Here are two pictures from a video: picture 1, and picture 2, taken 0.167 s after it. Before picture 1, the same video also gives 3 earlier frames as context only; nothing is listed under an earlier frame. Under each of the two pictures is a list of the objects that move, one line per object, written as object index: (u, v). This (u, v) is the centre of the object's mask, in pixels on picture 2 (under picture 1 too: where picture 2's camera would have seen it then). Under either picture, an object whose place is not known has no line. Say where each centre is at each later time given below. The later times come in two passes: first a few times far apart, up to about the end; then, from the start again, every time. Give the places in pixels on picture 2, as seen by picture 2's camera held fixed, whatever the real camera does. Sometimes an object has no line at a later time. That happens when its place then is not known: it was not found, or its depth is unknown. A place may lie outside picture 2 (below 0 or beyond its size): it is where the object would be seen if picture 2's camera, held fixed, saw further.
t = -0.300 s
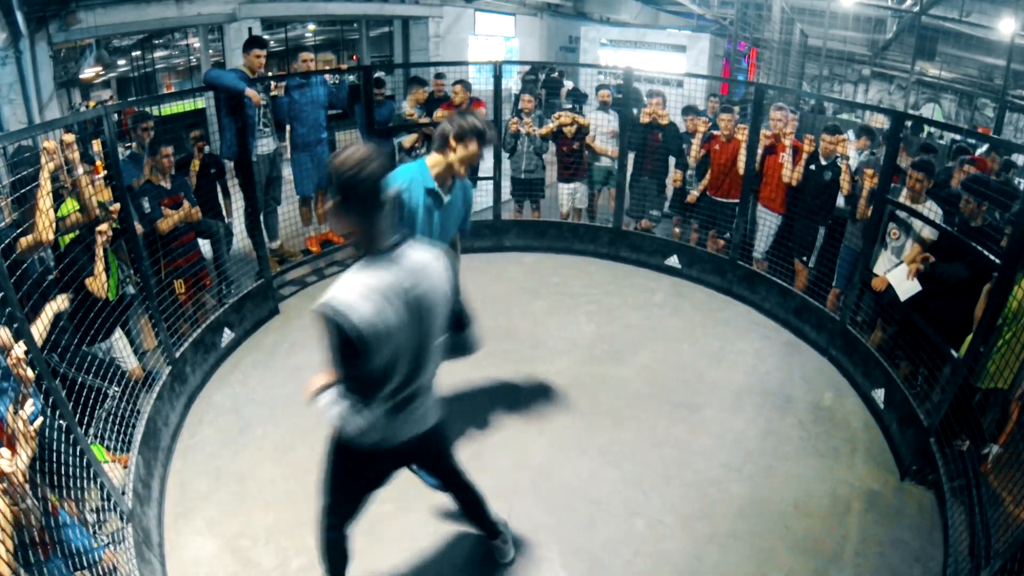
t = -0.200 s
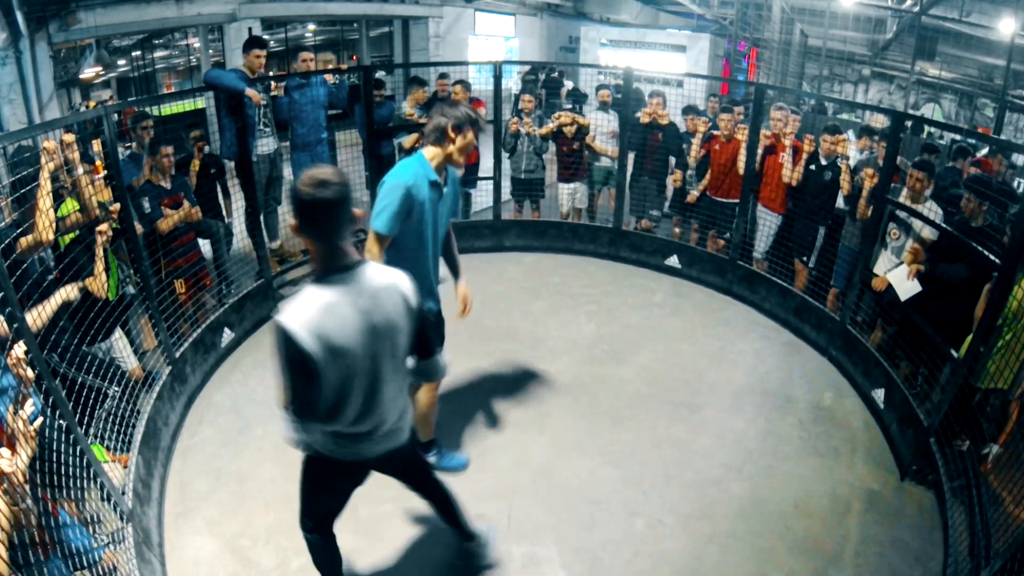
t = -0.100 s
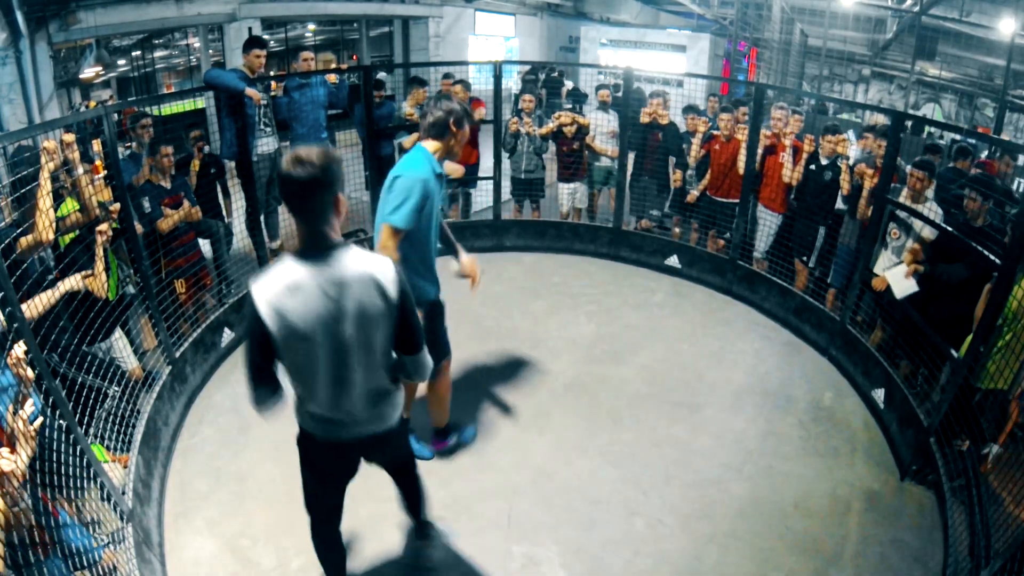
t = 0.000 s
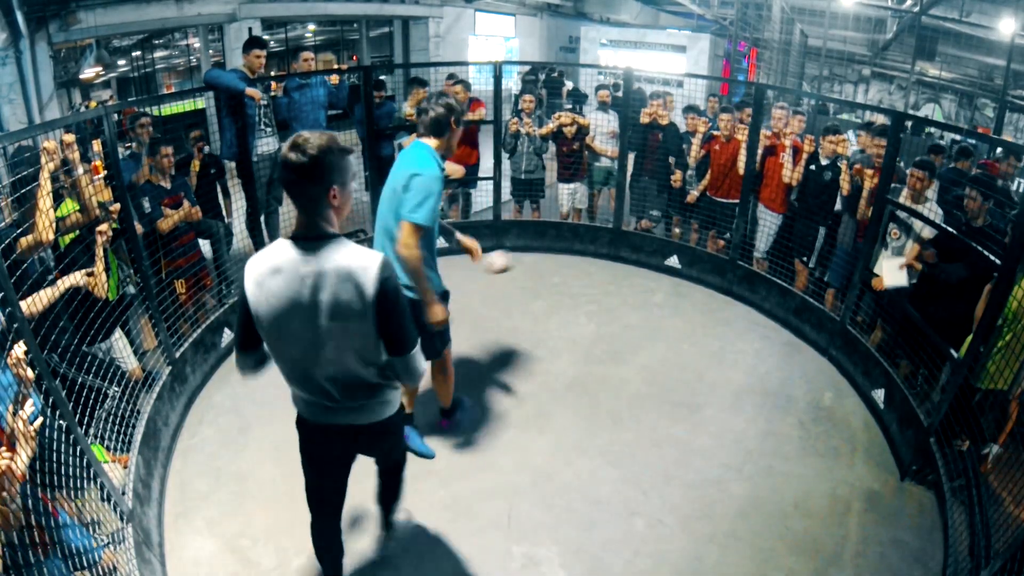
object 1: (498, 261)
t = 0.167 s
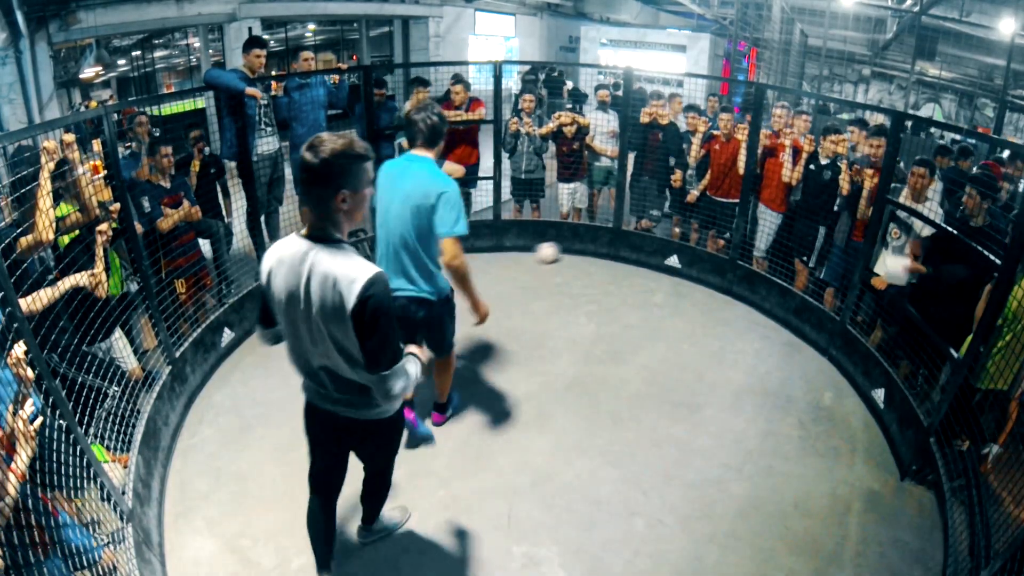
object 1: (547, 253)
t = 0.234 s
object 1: (566, 249)
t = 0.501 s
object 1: (613, 263)
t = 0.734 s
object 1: (659, 275)
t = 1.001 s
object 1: (710, 284)
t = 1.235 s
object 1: (742, 300)
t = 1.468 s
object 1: (773, 318)
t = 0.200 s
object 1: (556, 251)
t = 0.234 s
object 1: (566, 249)
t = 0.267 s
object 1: (571, 249)
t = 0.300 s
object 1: (577, 250)
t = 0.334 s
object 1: (582, 252)
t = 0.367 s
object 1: (589, 255)
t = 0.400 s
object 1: (594, 259)
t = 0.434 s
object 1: (601, 262)
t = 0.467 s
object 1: (607, 263)
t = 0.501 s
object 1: (613, 263)
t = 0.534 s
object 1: (619, 265)
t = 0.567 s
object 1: (626, 268)
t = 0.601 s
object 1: (633, 269)
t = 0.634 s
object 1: (638, 270)
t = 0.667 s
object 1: (645, 272)
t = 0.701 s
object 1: (652, 273)
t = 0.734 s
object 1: (659, 275)
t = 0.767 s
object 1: (665, 276)
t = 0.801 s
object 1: (671, 277)
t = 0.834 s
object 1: (678, 279)
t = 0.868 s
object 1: (685, 280)
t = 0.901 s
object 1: (691, 281)
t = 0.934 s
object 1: (698, 282)
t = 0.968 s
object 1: (704, 283)
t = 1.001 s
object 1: (710, 284)
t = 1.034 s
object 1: (715, 286)
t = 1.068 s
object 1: (719, 288)
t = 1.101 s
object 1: (723, 291)
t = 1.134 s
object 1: (727, 293)
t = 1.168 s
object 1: (733, 296)
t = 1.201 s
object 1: (737, 298)
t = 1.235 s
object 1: (742, 300)
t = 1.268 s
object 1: (746, 303)
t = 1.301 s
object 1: (751, 306)
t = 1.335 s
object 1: (756, 308)
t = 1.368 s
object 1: (760, 310)
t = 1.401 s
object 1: (764, 312)
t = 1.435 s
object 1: (768, 315)
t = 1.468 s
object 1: (773, 318)
